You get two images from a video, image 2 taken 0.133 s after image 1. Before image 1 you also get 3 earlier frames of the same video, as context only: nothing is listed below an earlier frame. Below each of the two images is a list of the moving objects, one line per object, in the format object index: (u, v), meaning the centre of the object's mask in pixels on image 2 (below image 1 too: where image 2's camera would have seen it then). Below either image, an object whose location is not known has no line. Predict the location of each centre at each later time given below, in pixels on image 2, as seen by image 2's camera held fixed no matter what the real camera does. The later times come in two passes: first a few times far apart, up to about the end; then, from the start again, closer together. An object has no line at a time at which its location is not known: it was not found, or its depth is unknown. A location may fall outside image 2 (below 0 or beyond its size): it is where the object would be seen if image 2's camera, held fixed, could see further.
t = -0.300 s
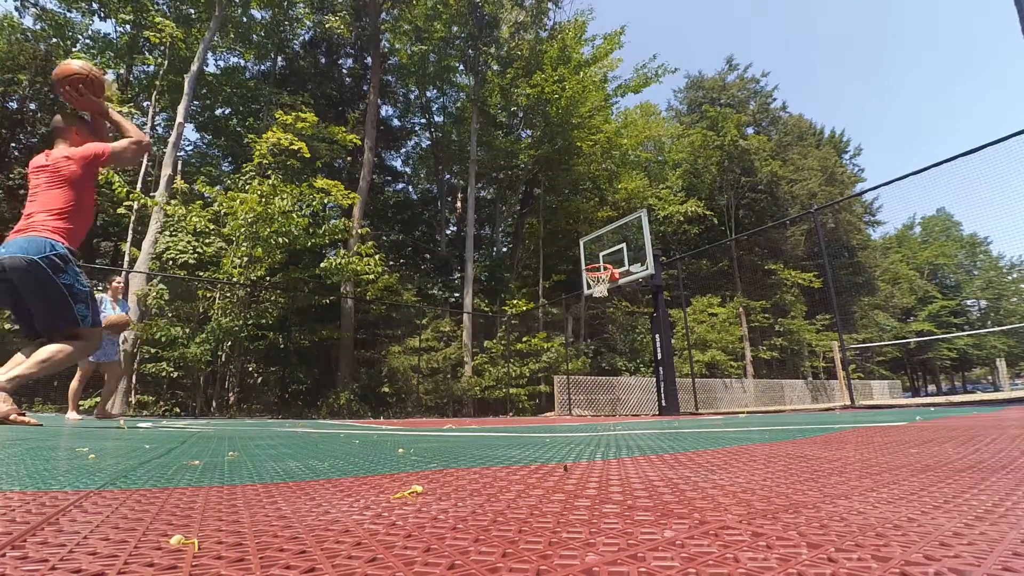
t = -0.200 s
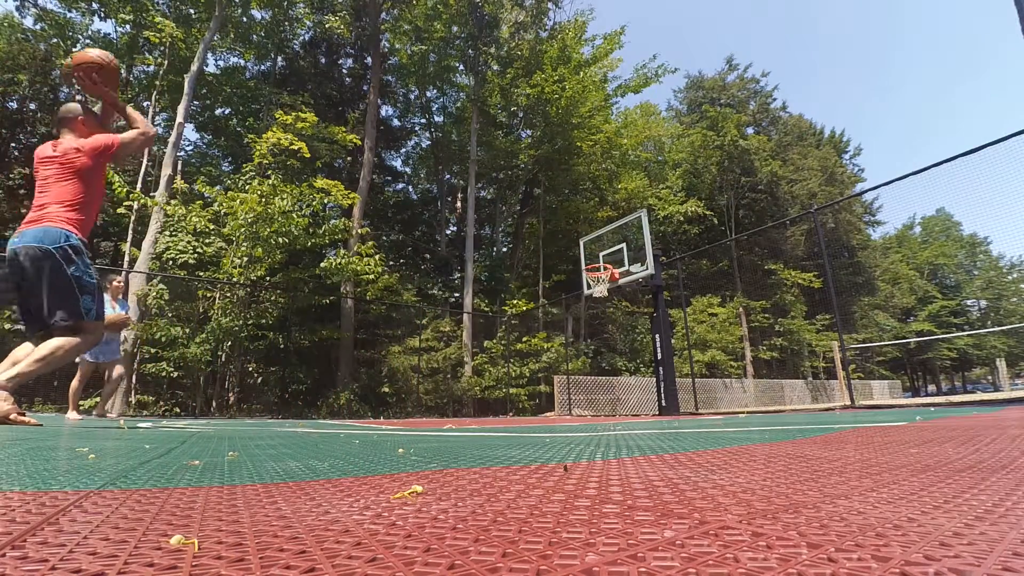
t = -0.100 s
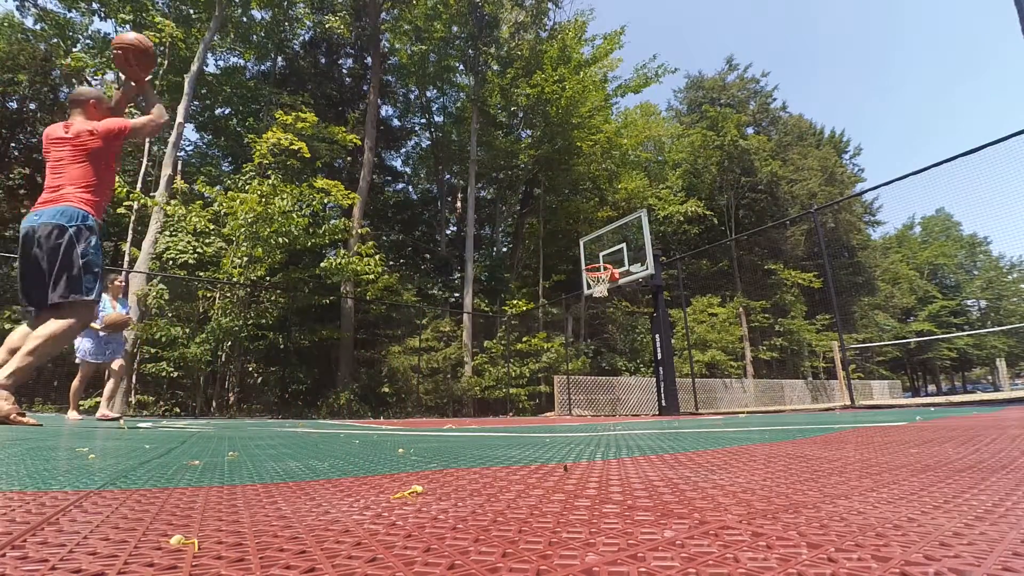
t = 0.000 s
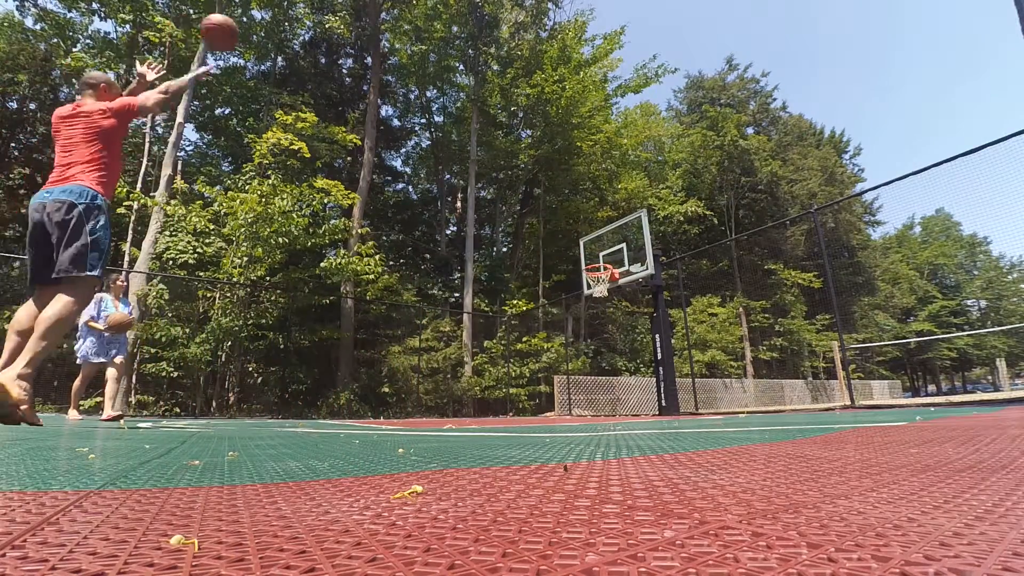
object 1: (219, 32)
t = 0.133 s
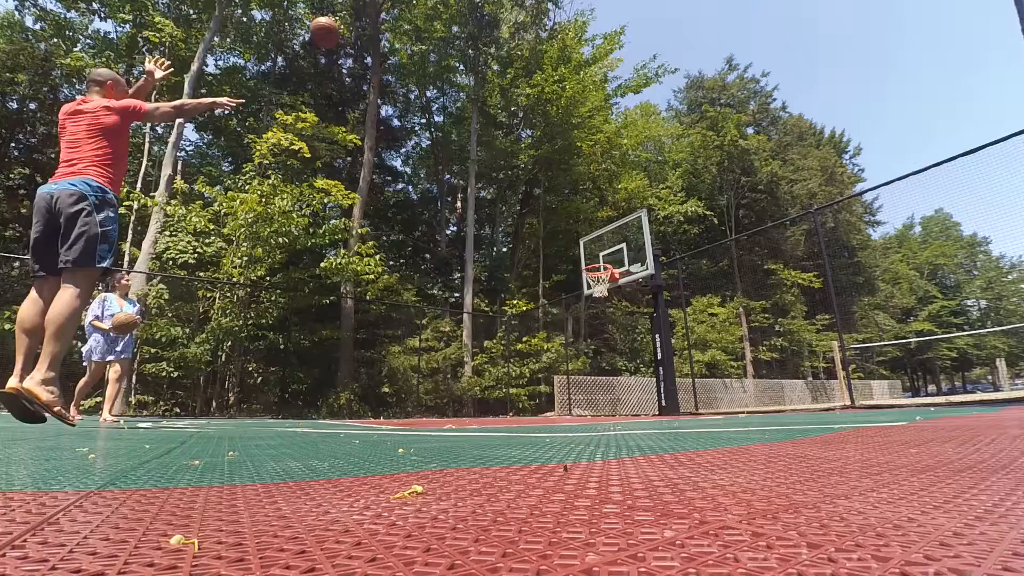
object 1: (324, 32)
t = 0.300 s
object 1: (409, 49)
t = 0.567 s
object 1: (496, 105)
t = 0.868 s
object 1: (560, 192)
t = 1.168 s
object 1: (591, 268)
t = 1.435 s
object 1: (561, 287)
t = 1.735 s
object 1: (531, 352)
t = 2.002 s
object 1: (506, 383)
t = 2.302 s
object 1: (478, 333)
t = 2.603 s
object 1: (451, 332)
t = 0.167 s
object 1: (343, 33)
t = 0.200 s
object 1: (362, 35)
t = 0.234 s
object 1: (379, 40)
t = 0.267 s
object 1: (395, 47)
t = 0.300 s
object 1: (409, 49)
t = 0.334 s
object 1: (423, 57)
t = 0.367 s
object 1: (435, 62)
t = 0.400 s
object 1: (447, 68)
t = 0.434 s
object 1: (458, 75)
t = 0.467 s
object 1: (469, 83)
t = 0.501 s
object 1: (478, 91)
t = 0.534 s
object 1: (487, 98)
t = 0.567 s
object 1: (496, 105)
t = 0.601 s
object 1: (504, 116)
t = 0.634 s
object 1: (512, 123)
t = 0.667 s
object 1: (520, 133)
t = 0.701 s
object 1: (526, 140)
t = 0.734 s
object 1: (534, 151)
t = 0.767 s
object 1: (541, 159)
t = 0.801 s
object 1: (547, 171)
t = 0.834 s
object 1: (554, 181)
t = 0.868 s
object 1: (560, 192)
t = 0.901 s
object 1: (566, 201)
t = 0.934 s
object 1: (572, 212)
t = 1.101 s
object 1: (598, 268)
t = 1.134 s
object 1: (594, 268)
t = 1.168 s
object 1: (591, 268)
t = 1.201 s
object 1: (583, 268)
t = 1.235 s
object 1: (580, 268)
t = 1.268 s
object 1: (577, 271)
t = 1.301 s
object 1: (575, 273)
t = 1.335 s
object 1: (572, 276)
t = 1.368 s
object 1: (568, 279)
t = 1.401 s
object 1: (564, 283)
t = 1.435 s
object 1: (561, 287)
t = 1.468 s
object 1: (558, 292)
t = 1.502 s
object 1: (554, 297)
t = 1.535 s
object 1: (551, 303)
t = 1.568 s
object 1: (547, 309)
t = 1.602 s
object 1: (544, 317)
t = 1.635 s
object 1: (541, 324)
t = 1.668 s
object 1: (538, 333)
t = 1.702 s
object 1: (534, 343)
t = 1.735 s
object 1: (531, 352)
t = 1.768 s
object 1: (529, 363)
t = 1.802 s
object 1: (526, 374)
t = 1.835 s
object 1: (522, 386)
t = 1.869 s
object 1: (518, 399)
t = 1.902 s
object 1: (517, 411)
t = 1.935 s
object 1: (513, 402)
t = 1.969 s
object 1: (508, 392)
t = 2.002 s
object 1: (506, 383)
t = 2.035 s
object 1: (502, 374)
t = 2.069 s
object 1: (499, 367)
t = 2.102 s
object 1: (496, 360)
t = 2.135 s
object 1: (493, 354)
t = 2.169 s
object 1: (489, 347)
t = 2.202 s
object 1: (487, 343)
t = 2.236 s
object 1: (484, 339)
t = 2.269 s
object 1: (480, 336)
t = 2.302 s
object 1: (478, 333)
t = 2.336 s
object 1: (475, 329)
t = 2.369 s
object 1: (471, 328)
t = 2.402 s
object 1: (468, 327)
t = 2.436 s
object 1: (466, 327)
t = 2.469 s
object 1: (463, 326)
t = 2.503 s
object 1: (460, 327)
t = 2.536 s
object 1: (458, 328)
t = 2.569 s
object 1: (454, 329)
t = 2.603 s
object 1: (451, 332)
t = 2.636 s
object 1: (449, 335)
